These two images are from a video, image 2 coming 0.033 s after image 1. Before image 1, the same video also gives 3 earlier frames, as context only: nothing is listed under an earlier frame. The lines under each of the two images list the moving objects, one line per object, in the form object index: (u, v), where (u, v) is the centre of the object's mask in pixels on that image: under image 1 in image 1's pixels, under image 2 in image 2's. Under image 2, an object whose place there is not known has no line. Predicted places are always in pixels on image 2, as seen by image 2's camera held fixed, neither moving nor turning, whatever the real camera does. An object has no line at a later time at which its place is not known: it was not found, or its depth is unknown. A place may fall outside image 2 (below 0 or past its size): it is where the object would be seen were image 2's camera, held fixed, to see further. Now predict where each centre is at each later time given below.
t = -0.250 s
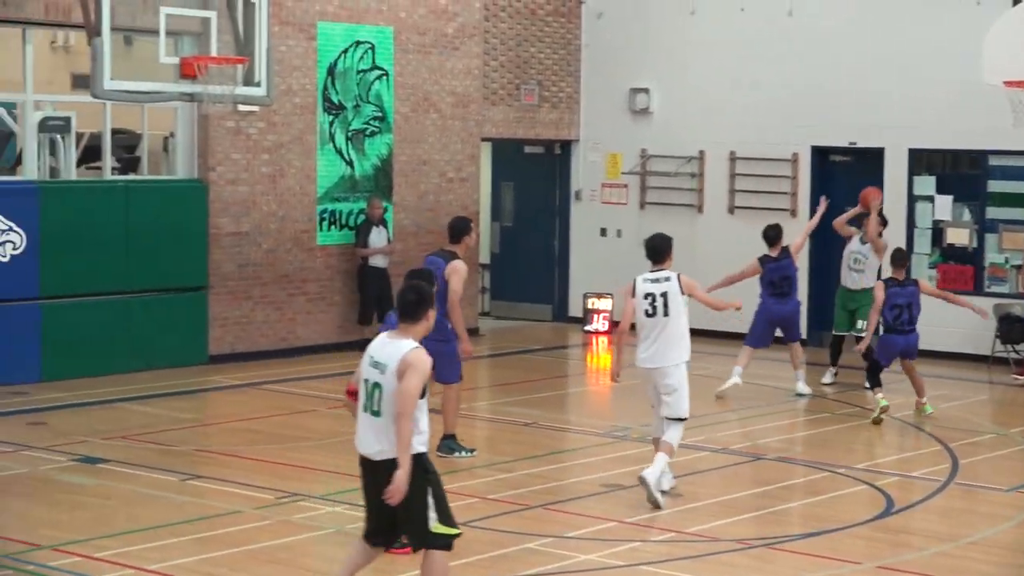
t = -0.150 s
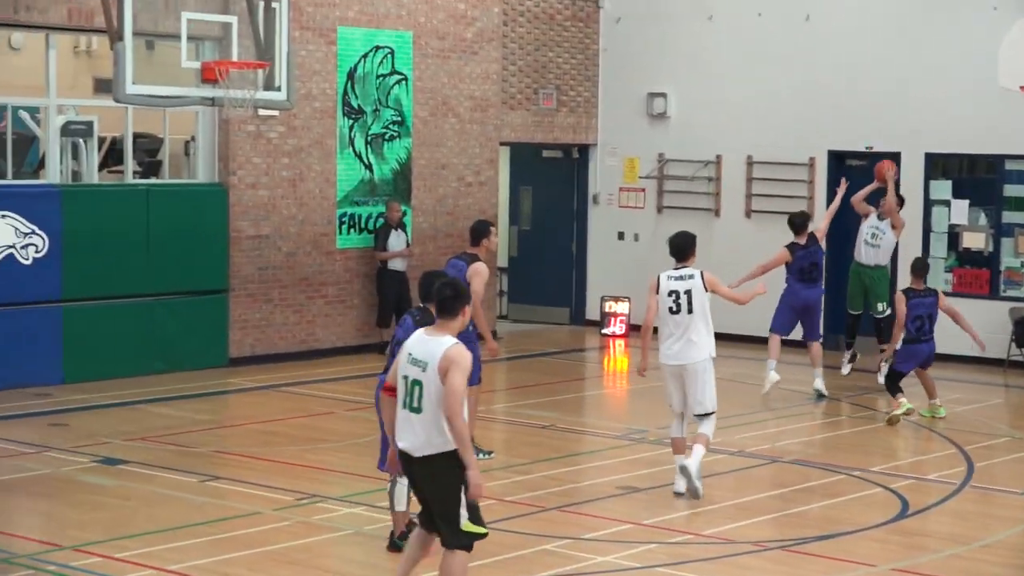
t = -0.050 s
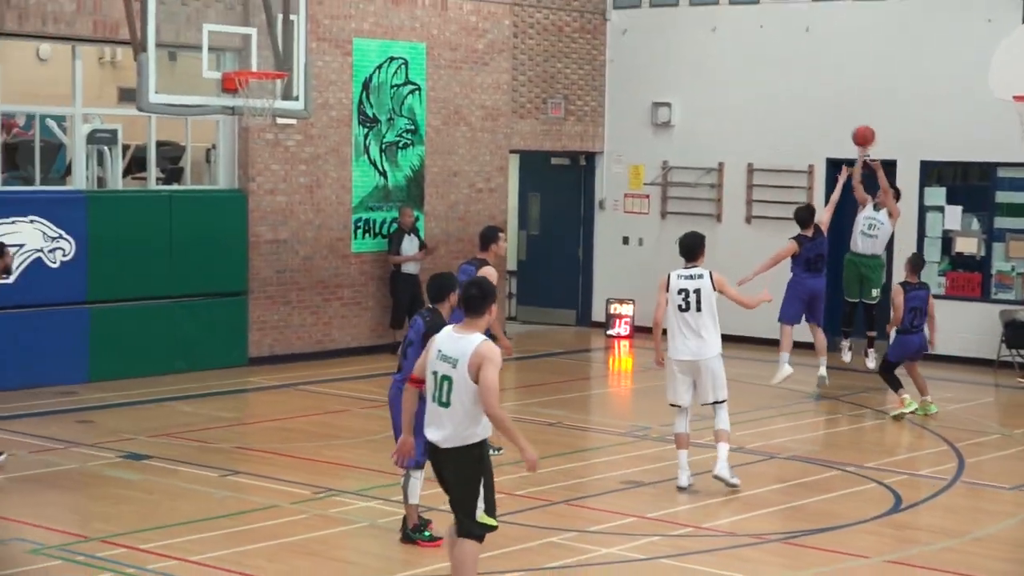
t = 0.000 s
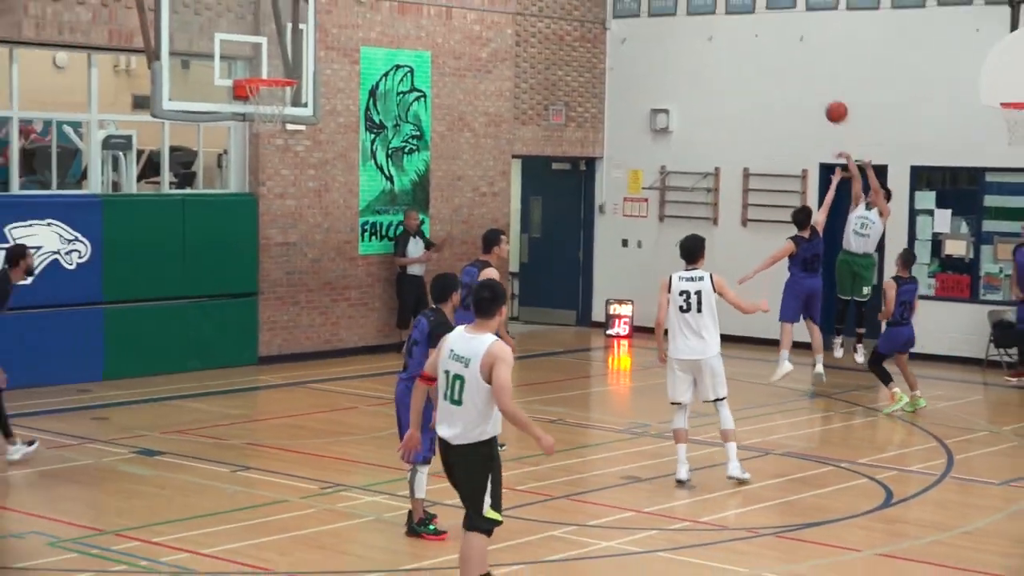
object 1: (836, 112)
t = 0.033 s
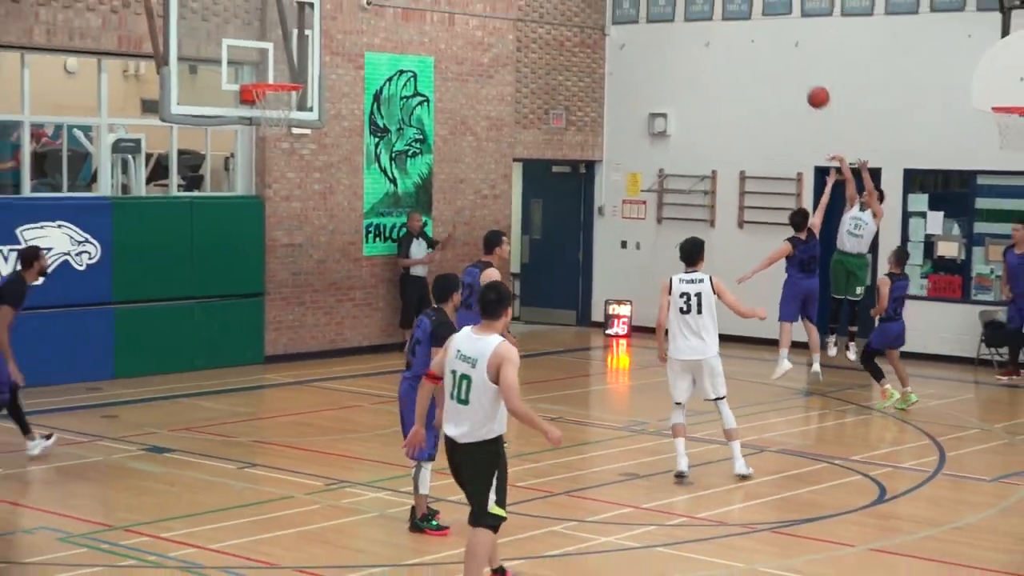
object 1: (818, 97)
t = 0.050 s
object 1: (811, 88)
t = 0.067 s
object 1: (805, 79)
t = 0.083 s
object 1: (798, 72)
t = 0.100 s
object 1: (791, 64)
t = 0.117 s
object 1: (784, 56)
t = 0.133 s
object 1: (777, 50)
